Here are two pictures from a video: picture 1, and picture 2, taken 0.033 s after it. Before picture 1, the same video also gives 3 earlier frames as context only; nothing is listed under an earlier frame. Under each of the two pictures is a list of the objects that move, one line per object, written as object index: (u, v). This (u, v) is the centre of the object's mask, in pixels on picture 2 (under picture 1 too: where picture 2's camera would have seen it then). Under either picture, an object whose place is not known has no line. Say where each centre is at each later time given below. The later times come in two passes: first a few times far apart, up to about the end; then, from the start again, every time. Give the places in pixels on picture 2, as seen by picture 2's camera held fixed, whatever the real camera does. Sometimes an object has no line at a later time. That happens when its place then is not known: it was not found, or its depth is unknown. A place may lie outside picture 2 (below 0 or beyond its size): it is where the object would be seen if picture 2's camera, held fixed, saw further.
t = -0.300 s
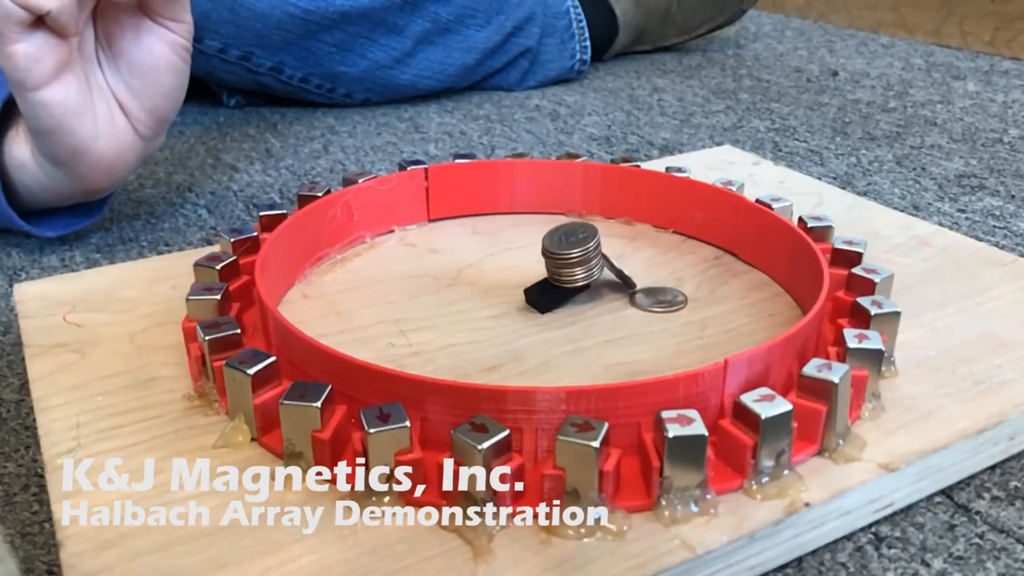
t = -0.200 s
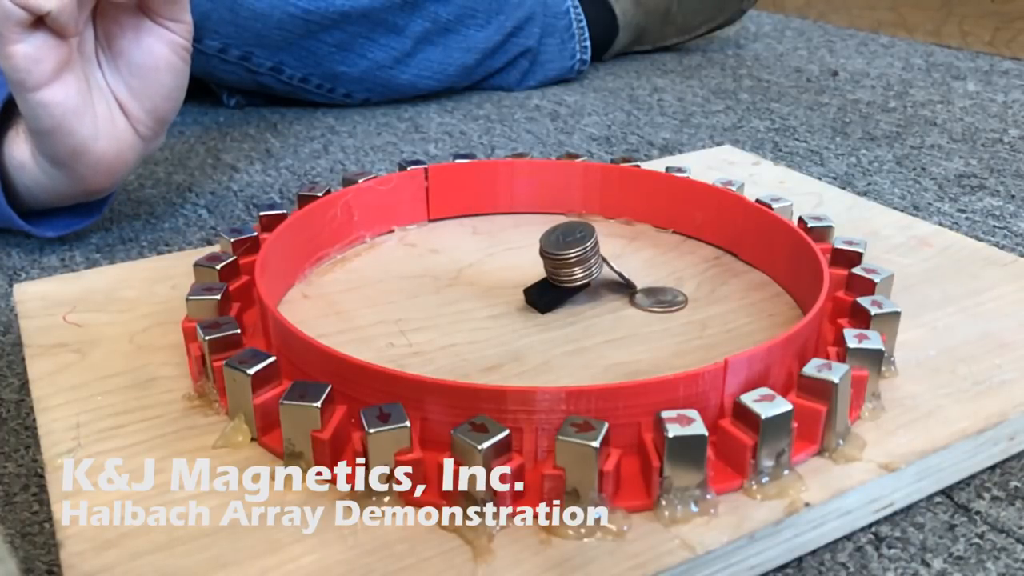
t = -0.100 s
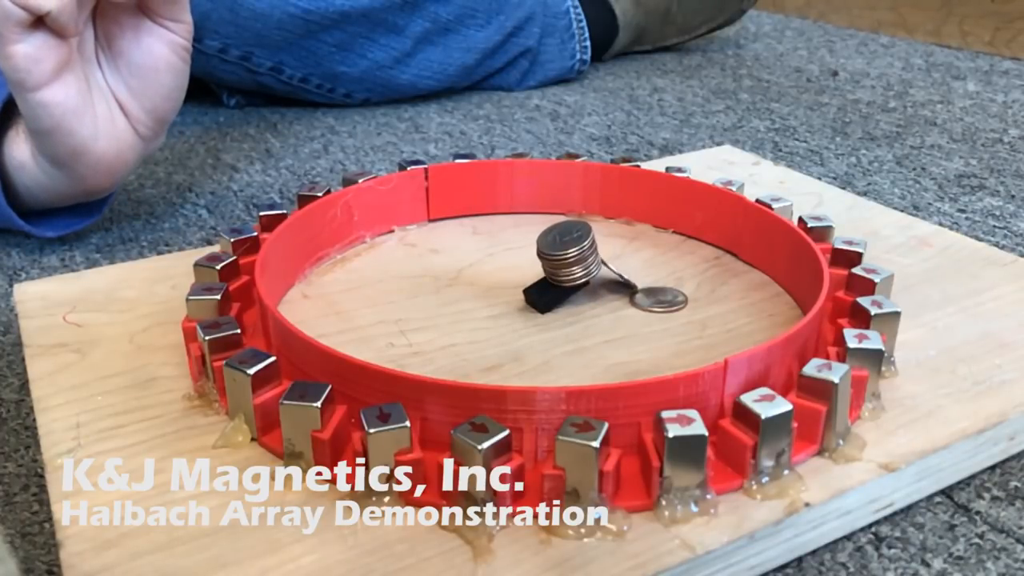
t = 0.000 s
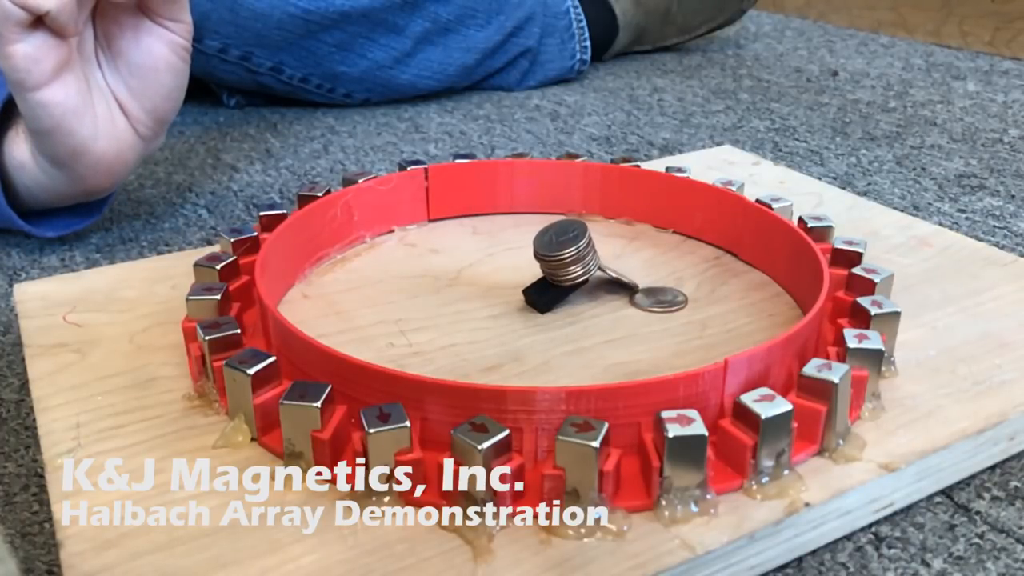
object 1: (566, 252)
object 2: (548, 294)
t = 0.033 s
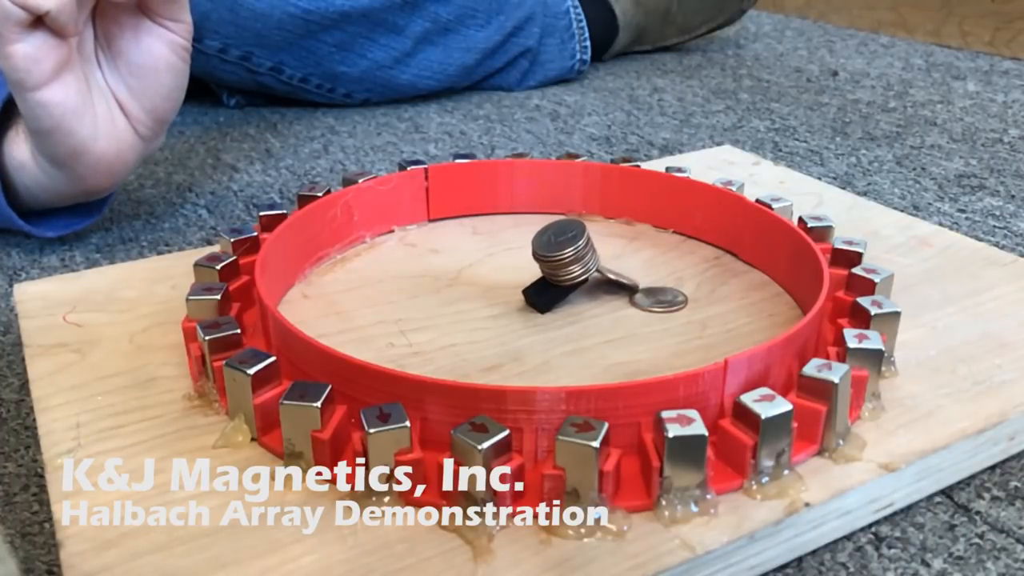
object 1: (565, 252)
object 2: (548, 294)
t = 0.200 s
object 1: (559, 251)
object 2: (546, 293)
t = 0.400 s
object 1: (548, 252)
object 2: (543, 294)
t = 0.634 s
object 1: (525, 261)
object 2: (541, 295)
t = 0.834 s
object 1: (503, 283)
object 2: (540, 290)
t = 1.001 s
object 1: (484, 293)
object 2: (525, 279)
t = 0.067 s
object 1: (564, 251)
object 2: (547, 294)
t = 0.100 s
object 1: (563, 251)
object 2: (547, 294)
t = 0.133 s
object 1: (562, 251)
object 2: (547, 294)
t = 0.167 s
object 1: (560, 251)
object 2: (546, 294)
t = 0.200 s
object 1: (559, 251)
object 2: (546, 293)
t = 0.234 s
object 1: (557, 251)
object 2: (546, 293)
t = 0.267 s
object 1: (556, 251)
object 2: (545, 293)
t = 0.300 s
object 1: (554, 251)
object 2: (545, 293)
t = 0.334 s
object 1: (552, 251)
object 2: (544, 293)
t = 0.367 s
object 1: (551, 251)
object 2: (544, 294)
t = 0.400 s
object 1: (548, 252)
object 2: (543, 294)
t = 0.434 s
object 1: (546, 252)
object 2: (543, 294)
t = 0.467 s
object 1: (543, 253)
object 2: (542, 294)
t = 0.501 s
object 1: (541, 254)
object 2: (542, 295)
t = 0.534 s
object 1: (538, 255)
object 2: (541, 295)
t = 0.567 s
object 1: (531, 257)
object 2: (541, 295)
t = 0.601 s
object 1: (528, 259)
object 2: (541, 295)
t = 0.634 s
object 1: (525, 261)
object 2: (541, 295)
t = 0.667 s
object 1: (521, 264)
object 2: (540, 295)
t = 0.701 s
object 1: (518, 267)
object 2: (540, 295)
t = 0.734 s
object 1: (514, 269)
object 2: (540, 295)
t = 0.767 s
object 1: (511, 274)
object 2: (540, 294)
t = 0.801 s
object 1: (507, 277)
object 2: (540, 293)
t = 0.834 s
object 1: (503, 283)
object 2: (540, 290)
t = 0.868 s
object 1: (499, 288)
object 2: (538, 287)
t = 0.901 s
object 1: (496, 294)
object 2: (535, 284)
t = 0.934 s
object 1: (492, 295)
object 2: (531, 281)
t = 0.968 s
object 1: (489, 294)
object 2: (527, 279)
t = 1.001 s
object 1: (484, 293)
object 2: (525, 279)
